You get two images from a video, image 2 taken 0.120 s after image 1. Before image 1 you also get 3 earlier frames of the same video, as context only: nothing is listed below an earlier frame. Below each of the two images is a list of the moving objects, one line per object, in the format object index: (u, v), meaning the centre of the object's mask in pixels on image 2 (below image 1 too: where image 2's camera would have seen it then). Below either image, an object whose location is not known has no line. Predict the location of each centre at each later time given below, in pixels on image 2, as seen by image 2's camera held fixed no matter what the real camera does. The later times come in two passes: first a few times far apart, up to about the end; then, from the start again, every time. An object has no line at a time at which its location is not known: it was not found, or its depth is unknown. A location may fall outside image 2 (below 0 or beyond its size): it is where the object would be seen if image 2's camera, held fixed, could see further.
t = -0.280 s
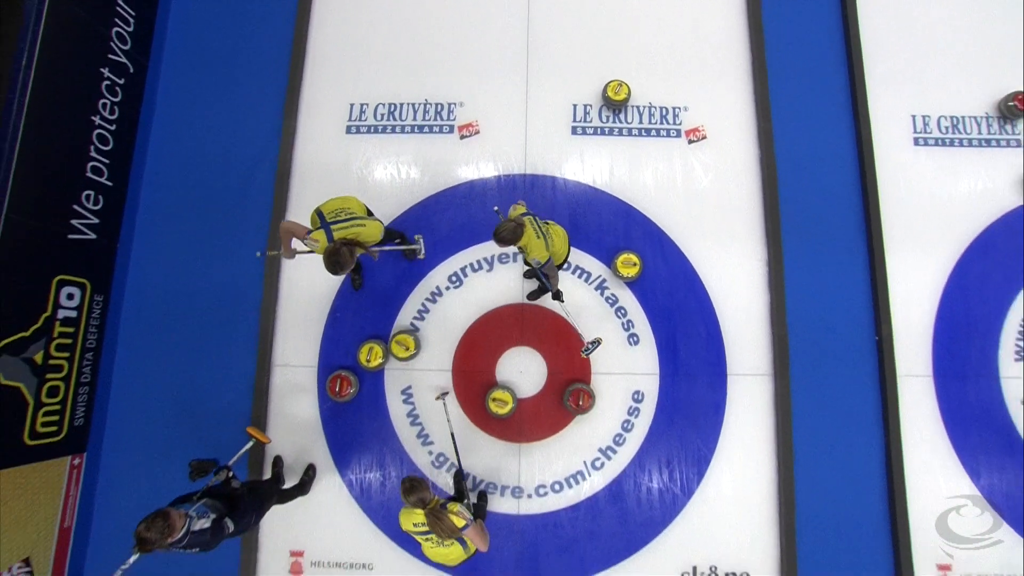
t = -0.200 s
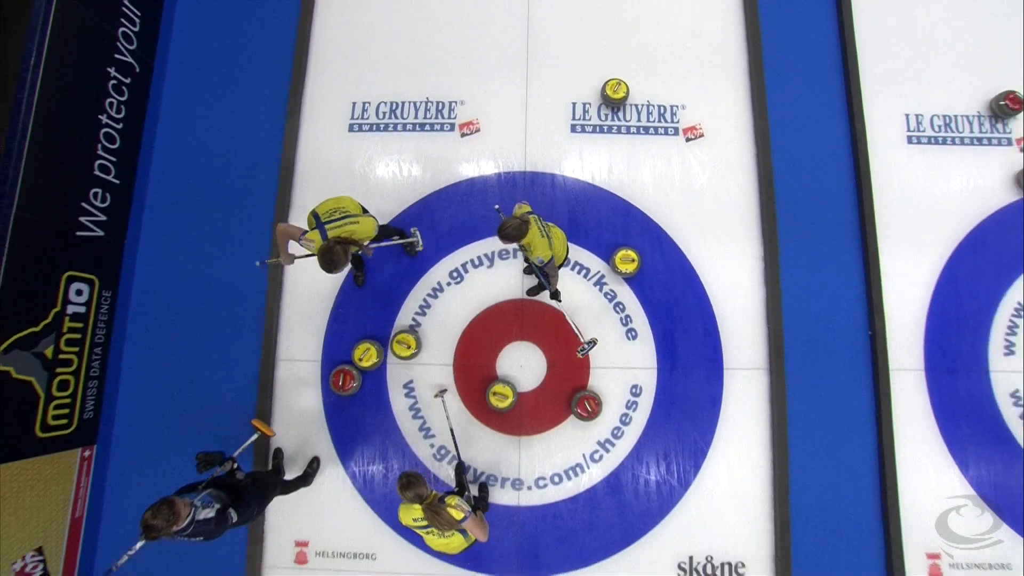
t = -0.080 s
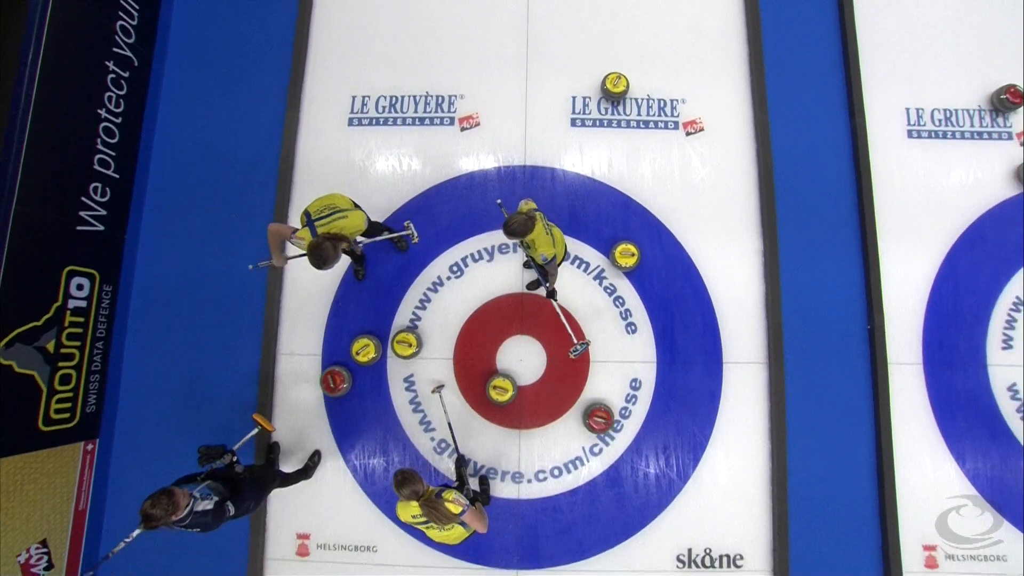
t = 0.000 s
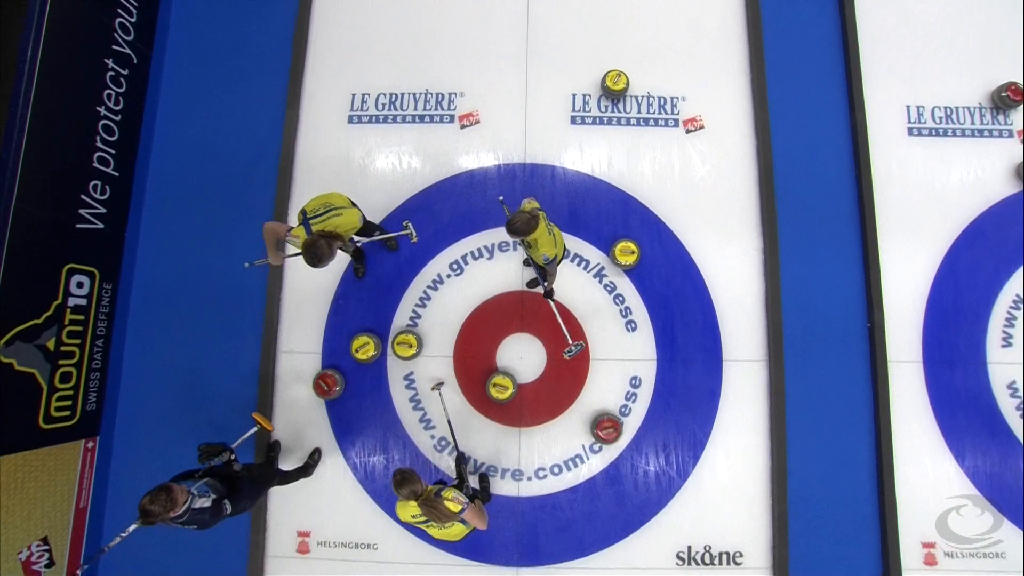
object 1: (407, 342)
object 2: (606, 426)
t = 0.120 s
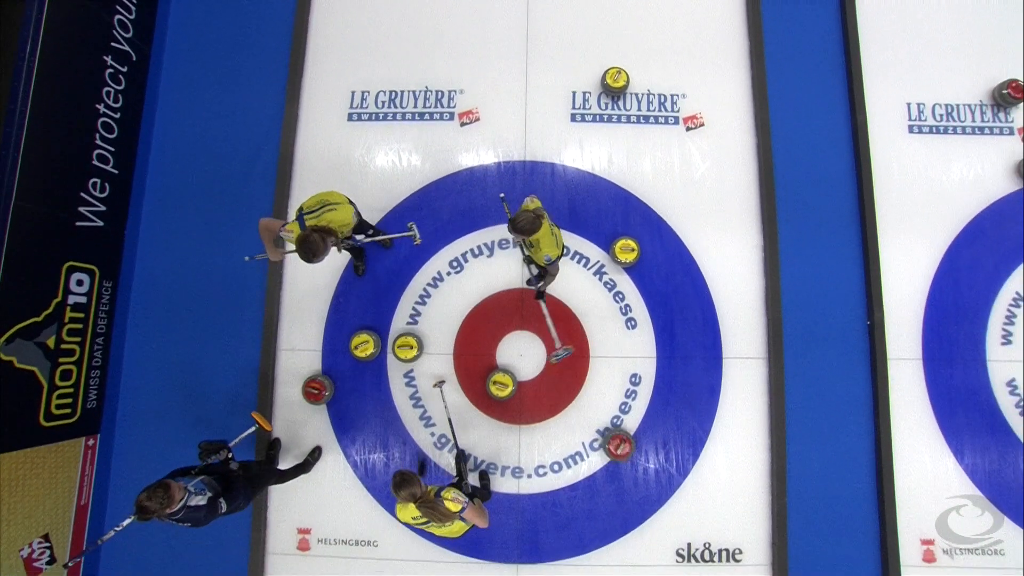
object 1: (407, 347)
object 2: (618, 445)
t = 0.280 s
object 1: (408, 353)
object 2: (634, 469)
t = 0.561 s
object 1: (410, 363)
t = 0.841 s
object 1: (411, 372)
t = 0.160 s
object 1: (408, 349)
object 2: (622, 450)
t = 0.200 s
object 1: (408, 350)
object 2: (626, 456)
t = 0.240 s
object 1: (408, 352)
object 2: (630, 463)
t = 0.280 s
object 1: (408, 353)
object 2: (634, 469)
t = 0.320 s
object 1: (409, 355)
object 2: (637, 475)
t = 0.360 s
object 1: (409, 356)
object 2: (642, 481)
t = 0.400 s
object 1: (409, 357)
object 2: (646, 487)
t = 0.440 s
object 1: (409, 359)
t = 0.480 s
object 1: (409, 360)
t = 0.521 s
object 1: (410, 362)
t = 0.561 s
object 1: (410, 363)
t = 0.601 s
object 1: (410, 365)
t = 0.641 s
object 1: (410, 366)
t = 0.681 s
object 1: (411, 367)
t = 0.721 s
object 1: (411, 368)
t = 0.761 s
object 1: (411, 370)
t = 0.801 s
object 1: (411, 371)
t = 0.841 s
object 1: (411, 372)
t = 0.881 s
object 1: (412, 373)
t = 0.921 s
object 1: (412, 375)
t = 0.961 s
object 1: (412, 376)
